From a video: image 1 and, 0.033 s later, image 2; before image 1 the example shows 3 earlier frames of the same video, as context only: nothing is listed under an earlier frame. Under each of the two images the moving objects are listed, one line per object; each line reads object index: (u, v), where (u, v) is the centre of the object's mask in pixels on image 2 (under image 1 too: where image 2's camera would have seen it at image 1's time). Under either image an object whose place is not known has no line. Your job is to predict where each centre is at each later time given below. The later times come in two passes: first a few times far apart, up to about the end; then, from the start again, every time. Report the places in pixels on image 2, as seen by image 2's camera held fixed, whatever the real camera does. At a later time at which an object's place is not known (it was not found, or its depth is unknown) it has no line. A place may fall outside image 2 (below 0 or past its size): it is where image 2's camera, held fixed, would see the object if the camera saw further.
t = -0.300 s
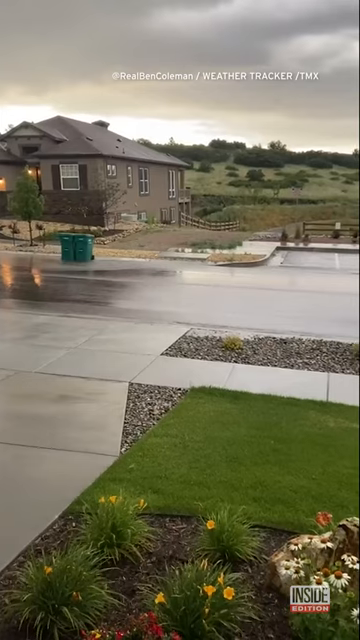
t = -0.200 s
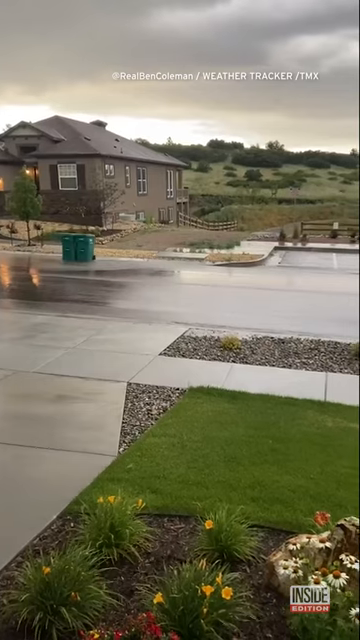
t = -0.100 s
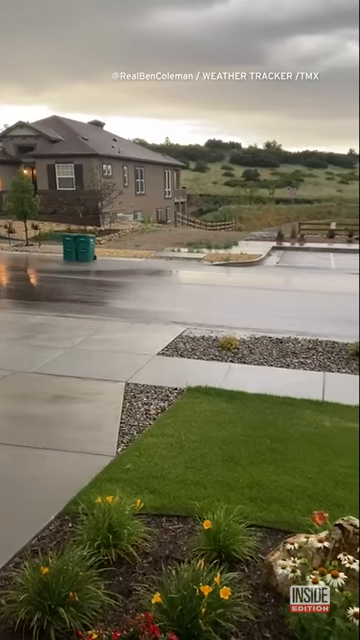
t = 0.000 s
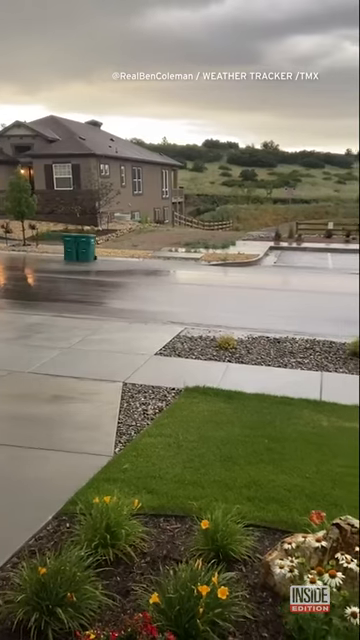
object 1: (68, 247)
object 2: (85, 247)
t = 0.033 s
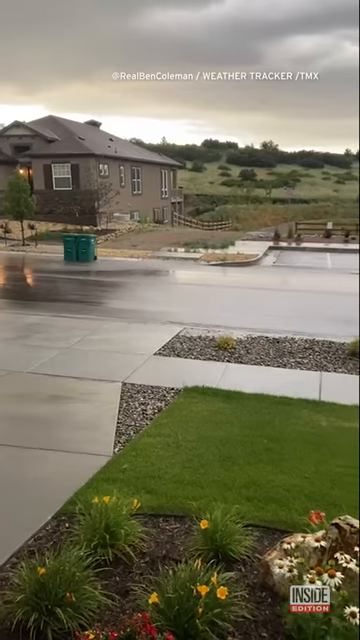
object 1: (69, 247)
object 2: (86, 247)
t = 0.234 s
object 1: (75, 247)
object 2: (91, 248)
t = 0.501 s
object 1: (84, 247)
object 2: (100, 248)
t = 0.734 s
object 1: (91, 247)
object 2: (107, 248)
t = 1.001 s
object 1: (99, 248)
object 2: (115, 249)
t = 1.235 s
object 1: (105, 248)
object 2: (122, 249)
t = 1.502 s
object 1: (113, 248)
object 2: (130, 249)
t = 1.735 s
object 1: (120, 249)
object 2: (136, 249)
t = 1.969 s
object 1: (127, 249)
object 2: (144, 250)
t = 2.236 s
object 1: (134, 250)
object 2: (151, 251)
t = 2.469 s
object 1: (141, 250)
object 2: (158, 251)
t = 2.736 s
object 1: (148, 251)
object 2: (165, 251)
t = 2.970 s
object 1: (155, 251)
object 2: (172, 252)
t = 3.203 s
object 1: (162, 252)
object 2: (178, 252)
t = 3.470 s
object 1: (169, 252)
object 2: (186, 252)
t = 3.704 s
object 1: (176, 252)
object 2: (193, 253)
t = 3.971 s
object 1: (184, 252)
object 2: (200, 252)
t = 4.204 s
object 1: (190, 252)
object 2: (207, 253)
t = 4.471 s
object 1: (198, 253)
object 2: (215, 253)
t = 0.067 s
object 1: (70, 247)
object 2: (87, 247)
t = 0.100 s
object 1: (71, 247)
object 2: (88, 248)
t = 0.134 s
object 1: (72, 247)
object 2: (89, 248)
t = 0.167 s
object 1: (73, 247)
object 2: (89, 248)
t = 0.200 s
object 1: (75, 247)
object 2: (90, 248)
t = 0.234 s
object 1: (75, 247)
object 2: (91, 248)
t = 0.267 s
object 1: (76, 247)
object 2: (92, 248)
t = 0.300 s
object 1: (77, 247)
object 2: (93, 248)
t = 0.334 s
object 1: (78, 247)
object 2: (94, 248)
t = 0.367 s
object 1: (80, 247)
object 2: (96, 248)
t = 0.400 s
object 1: (80, 247)
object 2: (96, 248)
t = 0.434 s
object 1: (82, 247)
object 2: (99, 248)
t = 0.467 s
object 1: (83, 247)
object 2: (100, 248)
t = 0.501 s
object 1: (84, 247)
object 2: (100, 248)
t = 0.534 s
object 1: (85, 247)
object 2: (101, 248)
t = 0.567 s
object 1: (86, 247)
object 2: (102, 248)
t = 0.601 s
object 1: (86, 247)
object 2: (103, 248)
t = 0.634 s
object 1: (87, 247)
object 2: (104, 248)
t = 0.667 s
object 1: (89, 247)
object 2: (105, 248)
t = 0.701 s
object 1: (90, 247)
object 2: (106, 248)
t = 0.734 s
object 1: (91, 247)
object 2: (107, 248)
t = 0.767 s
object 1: (91, 248)
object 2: (107, 248)
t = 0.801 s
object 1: (92, 248)
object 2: (109, 248)
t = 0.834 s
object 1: (93, 248)
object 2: (110, 248)
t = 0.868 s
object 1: (94, 248)
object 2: (111, 248)
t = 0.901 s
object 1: (95, 248)
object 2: (112, 249)
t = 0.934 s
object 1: (97, 248)
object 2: (113, 249)
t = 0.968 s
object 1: (98, 248)
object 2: (114, 249)
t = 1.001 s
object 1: (99, 248)
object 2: (115, 249)
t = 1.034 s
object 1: (100, 248)
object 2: (116, 249)
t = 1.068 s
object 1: (100, 248)
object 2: (117, 249)
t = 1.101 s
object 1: (101, 248)
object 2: (118, 249)
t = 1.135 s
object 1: (102, 248)
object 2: (119, 249)
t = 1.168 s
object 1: (103, 248)
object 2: (120, 249)
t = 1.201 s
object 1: (104, 248)
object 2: (121, 249)
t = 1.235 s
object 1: (105, 248)
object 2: (122, 249)
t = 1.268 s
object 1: (106, 248)
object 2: (123, 249)
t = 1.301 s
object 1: (107, 248)
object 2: (124, 249)
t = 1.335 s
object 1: (108, 248)
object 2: (125, 249)
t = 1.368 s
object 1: (109, 248)
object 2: (126, 249)
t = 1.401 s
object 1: (111, 248)
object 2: (127, 249)
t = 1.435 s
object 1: (111, 248)
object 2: (128, 249)
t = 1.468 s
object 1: (112, 248)
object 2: (129, 249)
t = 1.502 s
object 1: (113, 248)
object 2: (130, 249)
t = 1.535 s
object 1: (114, 248)
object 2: (131, 249)
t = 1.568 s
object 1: (115, 248)
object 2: (132, 249)
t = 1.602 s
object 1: (116, 249)
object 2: (133, 249)
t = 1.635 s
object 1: (117, 249)
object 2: (134, 249)
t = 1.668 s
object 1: (118, 249)
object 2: (134, 249)
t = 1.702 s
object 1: (119, 249)
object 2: (135, 249)
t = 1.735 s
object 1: (120, 249)
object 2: (136, 249)
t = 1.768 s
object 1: (121, 249)
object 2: (137, 249)
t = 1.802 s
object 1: (122, 249)
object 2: (138, 249)
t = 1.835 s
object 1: (123, 249)
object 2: (139, 249)
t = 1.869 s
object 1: (124, 249)
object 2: (140, 249)
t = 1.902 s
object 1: (124, 249)
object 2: (142, 250)
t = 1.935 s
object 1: (126, 249)
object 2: (143, 250)
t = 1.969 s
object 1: (127, 249)
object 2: (144, 250)
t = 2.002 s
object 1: (128, 249)
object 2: (144, 250)
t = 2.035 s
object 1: (128, 249)
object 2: (145, 250)
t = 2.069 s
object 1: (129, 249)
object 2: (146, 250)
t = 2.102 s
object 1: (130, 249)
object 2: (147, 250)
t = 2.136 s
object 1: (132, 250)
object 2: (148, 250)
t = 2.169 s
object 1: (132, 250)
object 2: (149, 250)
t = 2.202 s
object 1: (133, 250)
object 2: (150, 250)
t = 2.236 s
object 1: (134, 250)
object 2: (151, 251)
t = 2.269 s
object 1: (135, 250)
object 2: (152, 251)
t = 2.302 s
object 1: (136, 250)
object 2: (153, 251)
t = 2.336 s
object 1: (137, 250)
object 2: (154, 251)
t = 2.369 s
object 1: (138, 250)
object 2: (155, 251)
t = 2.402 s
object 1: (139, 250)
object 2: (156, 250)
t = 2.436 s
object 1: (140, 250)
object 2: (157, 251)
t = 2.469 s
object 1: (141, 250)
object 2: (158, 251)
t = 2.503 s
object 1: (142, 250)
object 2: (159, 251)
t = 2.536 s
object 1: (143, 250)
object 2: (159, 251)
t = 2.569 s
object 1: (144, 251)
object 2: (160, 251)
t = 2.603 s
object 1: (144, 250)
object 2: (161, 251)
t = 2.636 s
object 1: (145, 251)
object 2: (162, 251)
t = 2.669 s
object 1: (146, 251)
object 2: (163, 251)
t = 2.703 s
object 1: (147, 251)
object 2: (164, 251)
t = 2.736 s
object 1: (148, 251)
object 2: (165, 251)
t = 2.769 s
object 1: (149, 251)
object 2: (166, 251)
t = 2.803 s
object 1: (150, 251)
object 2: (167, 251)
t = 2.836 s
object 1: (151, 252)
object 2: (168, 252)
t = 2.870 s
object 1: (152, 251)
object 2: (169, 252)
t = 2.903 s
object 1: (153, 251)
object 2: (170, 252)
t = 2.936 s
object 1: (154, 251)
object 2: (171, 252)
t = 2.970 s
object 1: (155, 251)
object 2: (172, 252)
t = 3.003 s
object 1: (156, 251)
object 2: (173, 252)
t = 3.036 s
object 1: (157, 252)
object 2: (174, 252)
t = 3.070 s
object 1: (158, 252)
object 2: (174, 252)
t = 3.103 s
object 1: (159, 251)
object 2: (175, 252)
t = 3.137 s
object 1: (160, 251)
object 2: (176, 252)
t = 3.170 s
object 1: (160, 251)
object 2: (177, 252)
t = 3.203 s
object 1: (162, 252)
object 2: (178, 252)
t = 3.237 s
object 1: (162, 252)
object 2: (179, 252)
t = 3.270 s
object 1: (163, 252)
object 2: (180, 252)
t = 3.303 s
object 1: (164, 252)
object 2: (181, 252)
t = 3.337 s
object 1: (165, 252)
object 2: (182, 252)
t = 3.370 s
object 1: (166, 252)
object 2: (183, 252)
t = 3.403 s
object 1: (167, 252)
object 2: (184, 252)
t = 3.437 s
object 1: (168, 252)
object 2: (185, 252)
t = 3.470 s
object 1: (169, 252)
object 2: (186, 252)
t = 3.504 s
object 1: (170, 252)
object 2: (187, 253)
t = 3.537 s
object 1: (171, 252)
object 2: (188, 253)
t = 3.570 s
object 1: (172, 252)
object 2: (189, 253)
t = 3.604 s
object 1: (173, 252)
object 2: (190, 253)
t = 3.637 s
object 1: (174, 252)
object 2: (191, 253)
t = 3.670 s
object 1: (175, 252)
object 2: (192, 253)
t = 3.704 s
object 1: (176, 252)
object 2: (193, 253)
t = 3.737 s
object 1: (177, 252)
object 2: (194, 253)
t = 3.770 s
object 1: (178, 252)
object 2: (195, 252)
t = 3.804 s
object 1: (179, 252)
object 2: (196, 252)
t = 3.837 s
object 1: (180, 252)
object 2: (197, 252)
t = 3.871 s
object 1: (181, 253)
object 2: (198, 252)
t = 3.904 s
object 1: (182, 252)
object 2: (199, 252)
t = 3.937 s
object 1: (183, 252)
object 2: (200, 252)
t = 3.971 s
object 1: (184, 252)
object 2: (200, 252)
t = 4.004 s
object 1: (184, 252)
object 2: (201, 252)
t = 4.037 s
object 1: (185, 252)
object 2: (202, 252)
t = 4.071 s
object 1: (186, 252)
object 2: (203, 252)
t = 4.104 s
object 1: (187, 252)
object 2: (204, 252)
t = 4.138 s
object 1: (188, 252)
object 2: (205, 253)
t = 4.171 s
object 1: (189, 252)
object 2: (206, 253)
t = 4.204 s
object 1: (190, 252)
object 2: (207, 253)
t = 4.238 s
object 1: (191, 253)
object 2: (208, 253)
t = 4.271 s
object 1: (192, 253)
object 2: (209, 253)
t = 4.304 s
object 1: (194, 253)
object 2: (210, 253)
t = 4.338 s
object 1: (195, 253)
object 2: (211, 254)
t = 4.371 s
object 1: (195, 253)
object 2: (212, 253)
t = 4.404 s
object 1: (196, 253)
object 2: (213, 253)
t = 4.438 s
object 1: (198, 253)
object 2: (214, 254)
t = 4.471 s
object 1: (198, 253)
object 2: (215, 253)
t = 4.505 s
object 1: (200, 253)
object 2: (216, 253)
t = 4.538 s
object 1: (200, 253)
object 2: (217, 253)
